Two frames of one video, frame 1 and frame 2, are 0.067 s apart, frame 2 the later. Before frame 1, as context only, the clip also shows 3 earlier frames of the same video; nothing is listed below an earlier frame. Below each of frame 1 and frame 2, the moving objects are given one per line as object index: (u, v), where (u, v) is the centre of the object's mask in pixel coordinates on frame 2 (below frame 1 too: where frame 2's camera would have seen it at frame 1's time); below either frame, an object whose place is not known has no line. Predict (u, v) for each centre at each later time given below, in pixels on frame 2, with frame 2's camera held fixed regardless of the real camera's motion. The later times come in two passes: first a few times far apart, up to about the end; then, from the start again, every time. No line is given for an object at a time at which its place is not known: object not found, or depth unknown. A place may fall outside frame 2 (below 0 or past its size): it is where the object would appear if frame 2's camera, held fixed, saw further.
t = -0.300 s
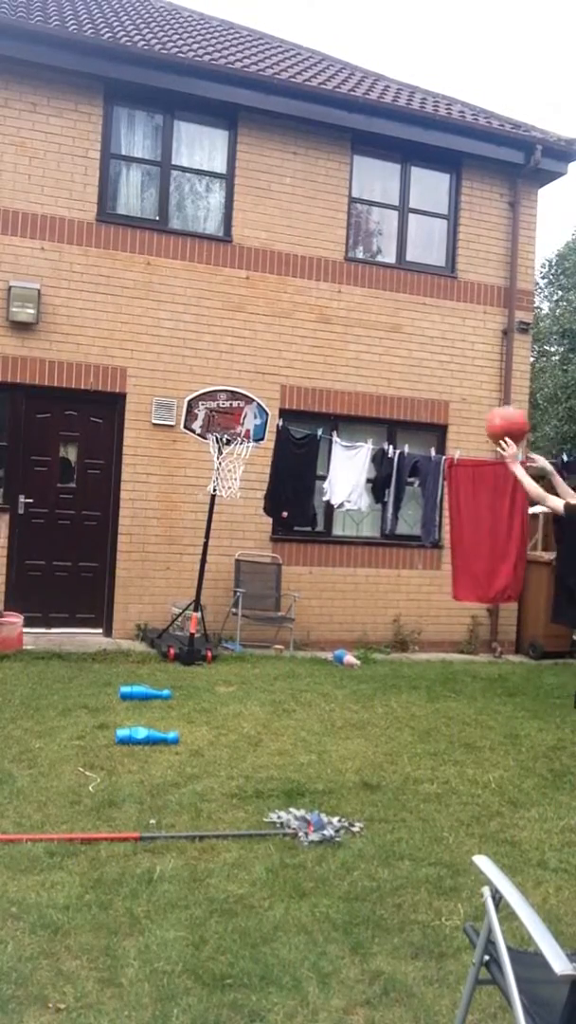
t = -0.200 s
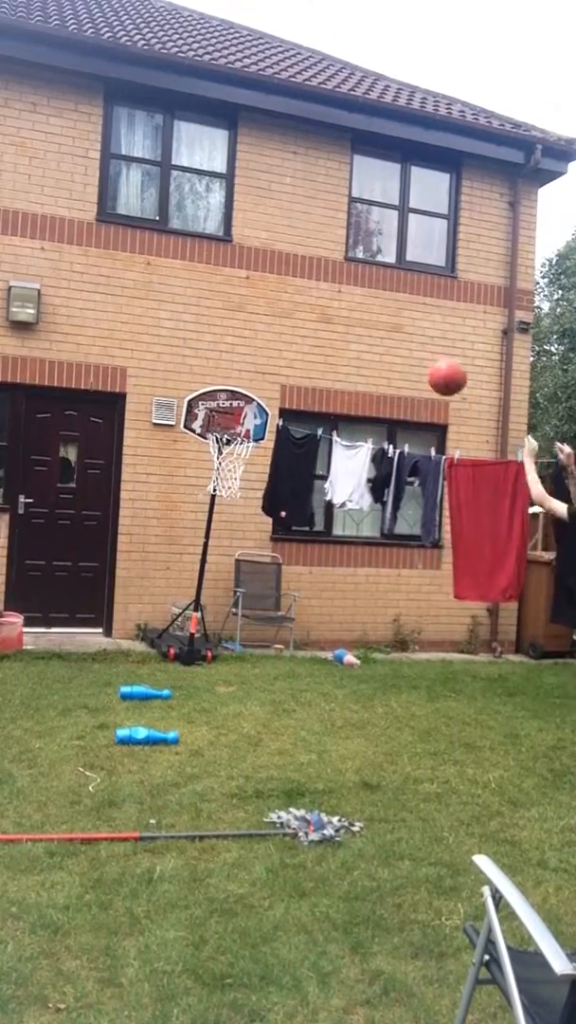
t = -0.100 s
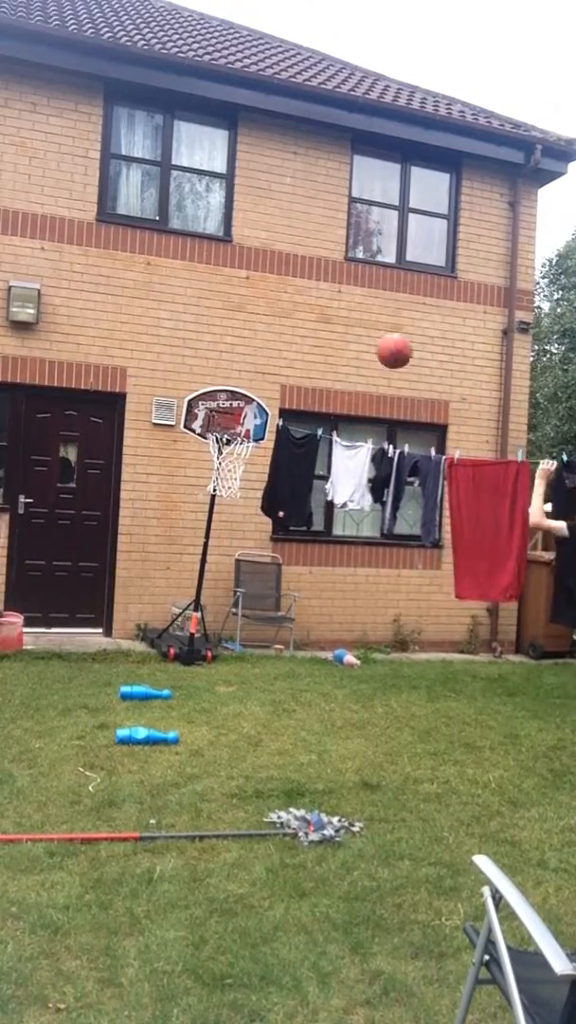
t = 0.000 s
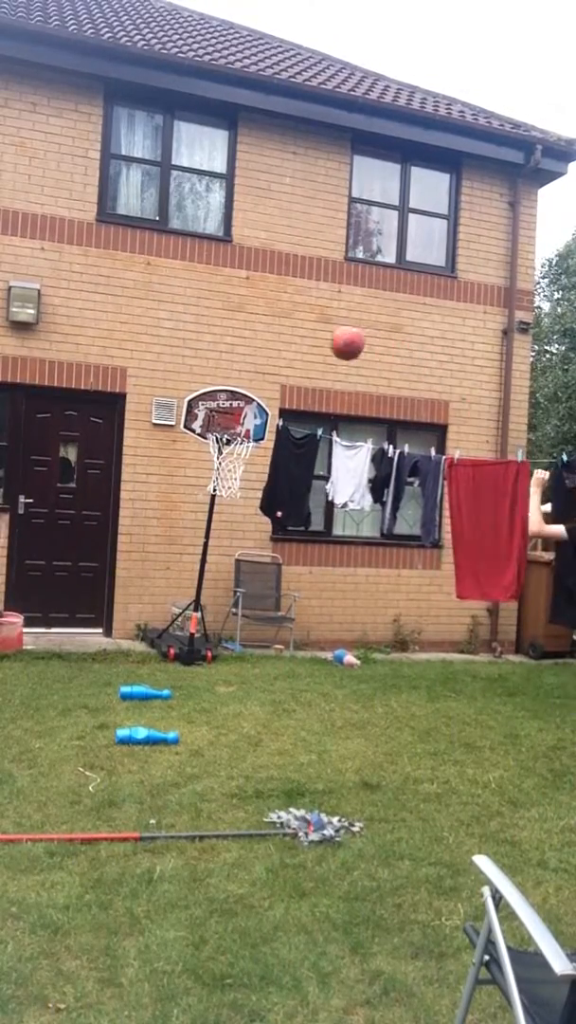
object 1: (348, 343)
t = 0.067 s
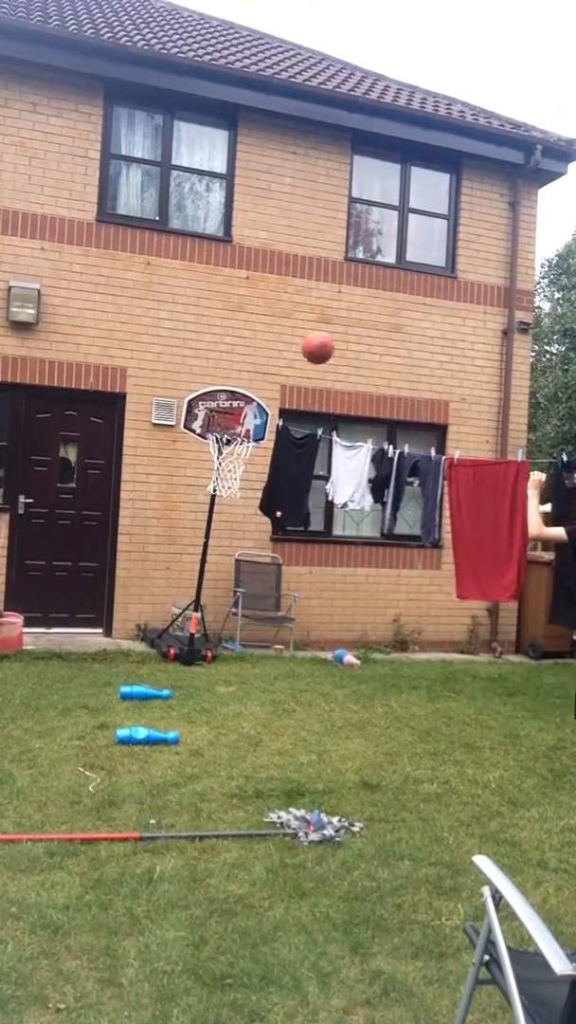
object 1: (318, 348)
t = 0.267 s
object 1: (240, 396)
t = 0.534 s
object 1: (221, 410)
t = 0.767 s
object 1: (237, 428)
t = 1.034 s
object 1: (246, 455)
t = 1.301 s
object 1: (234, 523)
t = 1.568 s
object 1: (214, 663)
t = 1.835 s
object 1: (182, 575)
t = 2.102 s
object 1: (147, 573)
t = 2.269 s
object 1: (121, 618)
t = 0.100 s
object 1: (304, 351)
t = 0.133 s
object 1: (290, 358)
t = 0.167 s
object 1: (277, 365)
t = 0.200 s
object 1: (265, 374)
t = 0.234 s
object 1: (252, 383)
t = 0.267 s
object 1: (240, 396)
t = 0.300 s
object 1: (228, 402)
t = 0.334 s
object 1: (217, 419)
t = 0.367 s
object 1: (214, 423)
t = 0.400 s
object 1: (214, 418)
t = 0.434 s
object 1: (214, 416)
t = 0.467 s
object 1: (215, 414)
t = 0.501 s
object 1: (217, 412)
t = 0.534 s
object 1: (221, 410)
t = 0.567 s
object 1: (223, 408)
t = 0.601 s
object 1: (224, 410)
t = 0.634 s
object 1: (227, 410)
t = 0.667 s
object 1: (229, 413)
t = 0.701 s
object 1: (233, 418)
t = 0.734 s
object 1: (236, 425)
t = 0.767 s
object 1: (237, 428)
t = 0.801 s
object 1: (239, 428)
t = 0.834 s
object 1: (240, 429)
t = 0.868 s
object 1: (241, 429)
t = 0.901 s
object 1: (243, 431)
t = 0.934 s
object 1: (245, 435)
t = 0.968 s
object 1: (246, 441)
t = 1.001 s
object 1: (247, 448)
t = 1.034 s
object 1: (246, 455)
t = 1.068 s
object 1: (245, 462)
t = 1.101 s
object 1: (245, 470)
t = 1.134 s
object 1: (245, 479)
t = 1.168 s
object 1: (244, 484)
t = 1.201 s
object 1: (242, 493)
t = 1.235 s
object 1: (239, 503)
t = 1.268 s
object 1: (236, 510)
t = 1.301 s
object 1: (234, 523)
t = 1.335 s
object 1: (232, 537)
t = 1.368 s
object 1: (230, 550)
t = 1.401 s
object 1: (227, 566)
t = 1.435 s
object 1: (225, 583)
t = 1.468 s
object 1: (222, 601)
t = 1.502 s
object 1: (218, 620)
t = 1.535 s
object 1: (217, 642)
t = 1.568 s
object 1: (214, 663)
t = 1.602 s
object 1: (210, 649)
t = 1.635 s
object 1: (207, 633)
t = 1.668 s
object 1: (203, 620)
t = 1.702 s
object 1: (199, 608)
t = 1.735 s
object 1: (195, 598)
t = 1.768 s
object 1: (191, 588)
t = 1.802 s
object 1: (186, 581)
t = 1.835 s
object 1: (182, 575)
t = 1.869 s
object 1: (178, 569)
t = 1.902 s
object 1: (174, 565)
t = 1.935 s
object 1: (170, 563)
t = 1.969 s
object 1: (165, 562)
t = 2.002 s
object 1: (161, 563)
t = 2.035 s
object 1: (155, 565)
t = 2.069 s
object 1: (152, 568)
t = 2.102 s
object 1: (147, 573)
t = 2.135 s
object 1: (142, 579)
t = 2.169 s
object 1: (137, 587)
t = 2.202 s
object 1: (132, 596)
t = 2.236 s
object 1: (127, 606)
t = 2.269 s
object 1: (121, 618)
